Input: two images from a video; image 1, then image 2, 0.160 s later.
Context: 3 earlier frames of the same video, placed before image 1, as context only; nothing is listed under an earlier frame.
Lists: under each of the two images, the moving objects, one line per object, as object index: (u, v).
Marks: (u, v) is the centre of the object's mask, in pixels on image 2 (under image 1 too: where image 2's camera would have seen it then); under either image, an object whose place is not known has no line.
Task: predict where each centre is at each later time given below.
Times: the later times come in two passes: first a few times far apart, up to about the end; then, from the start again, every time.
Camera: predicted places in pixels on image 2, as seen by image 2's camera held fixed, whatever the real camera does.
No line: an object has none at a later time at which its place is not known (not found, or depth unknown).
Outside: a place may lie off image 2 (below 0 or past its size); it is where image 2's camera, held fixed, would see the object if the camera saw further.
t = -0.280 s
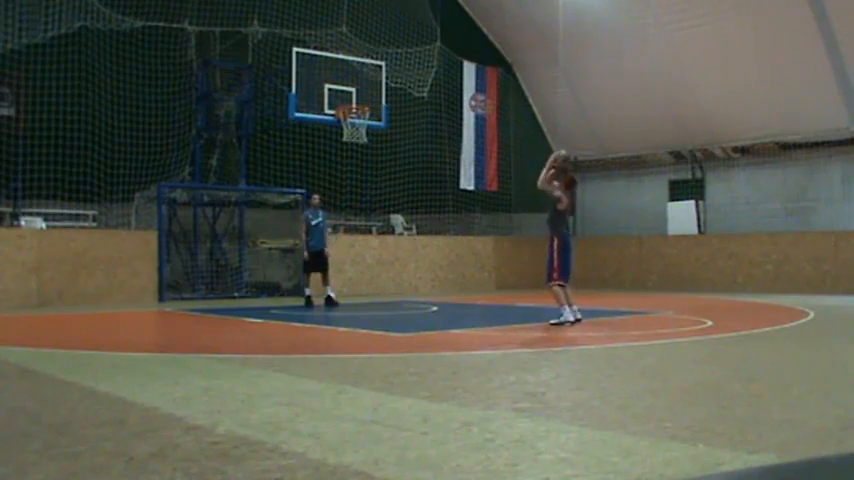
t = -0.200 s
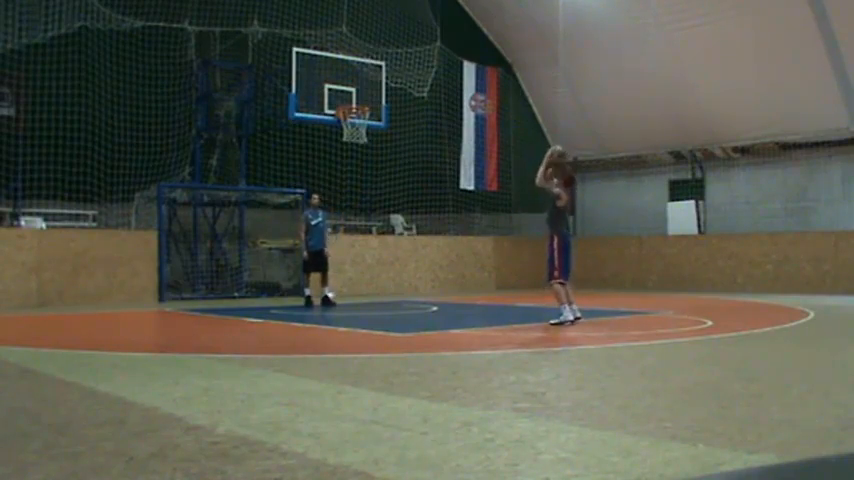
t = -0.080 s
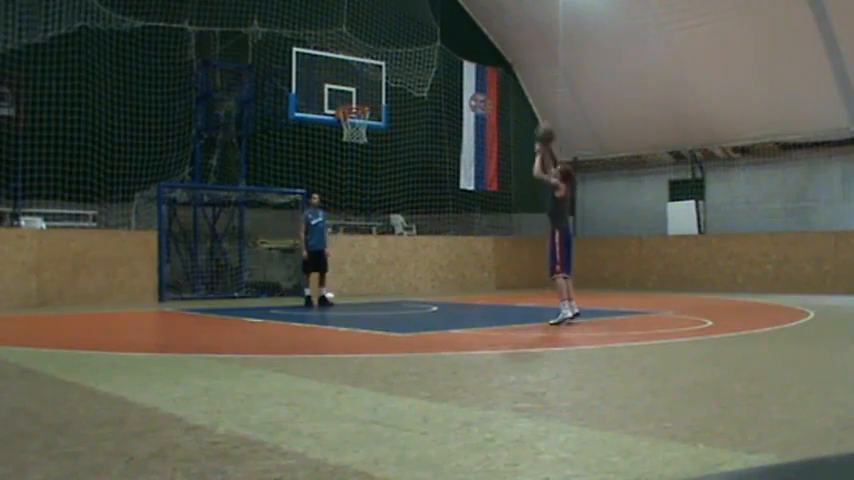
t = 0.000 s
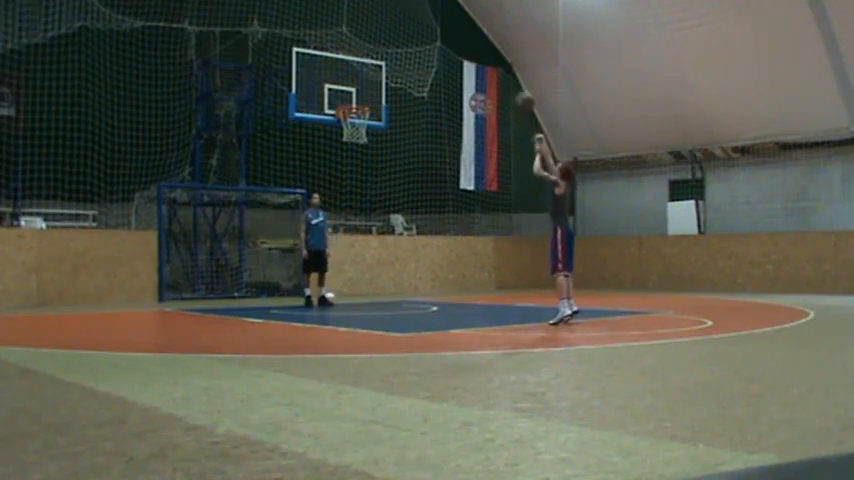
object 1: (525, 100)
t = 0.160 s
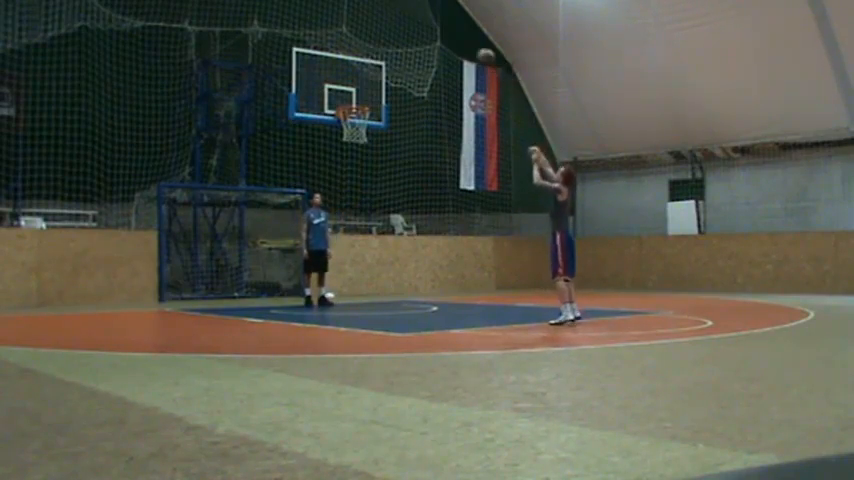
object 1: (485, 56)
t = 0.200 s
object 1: (477, 51)
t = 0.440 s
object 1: (427, 35)
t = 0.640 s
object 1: (392, 49)
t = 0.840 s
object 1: (361, 90)
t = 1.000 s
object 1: (351, 134)
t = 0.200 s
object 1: (477, 51)
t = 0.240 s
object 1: (467, 44)
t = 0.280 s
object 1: (459, 40)
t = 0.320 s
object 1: (451, 36)
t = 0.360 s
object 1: (442, 35)
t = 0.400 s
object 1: (434, 34)
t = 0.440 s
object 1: (427, 35)
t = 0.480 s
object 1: (420, 36)
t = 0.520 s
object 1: (412, 37)
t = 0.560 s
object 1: (405, 41)
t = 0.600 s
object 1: (398, 44)
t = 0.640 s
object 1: (392, 49)
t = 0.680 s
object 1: (385, 57)
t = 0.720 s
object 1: (378, 66)
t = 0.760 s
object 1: (372, 70)
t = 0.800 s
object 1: (367, 80)
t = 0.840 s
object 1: (361, 90)
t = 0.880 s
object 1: (355, 100)
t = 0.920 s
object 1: (349, 114)
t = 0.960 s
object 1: (350, 118)
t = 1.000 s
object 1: (351, 134)
